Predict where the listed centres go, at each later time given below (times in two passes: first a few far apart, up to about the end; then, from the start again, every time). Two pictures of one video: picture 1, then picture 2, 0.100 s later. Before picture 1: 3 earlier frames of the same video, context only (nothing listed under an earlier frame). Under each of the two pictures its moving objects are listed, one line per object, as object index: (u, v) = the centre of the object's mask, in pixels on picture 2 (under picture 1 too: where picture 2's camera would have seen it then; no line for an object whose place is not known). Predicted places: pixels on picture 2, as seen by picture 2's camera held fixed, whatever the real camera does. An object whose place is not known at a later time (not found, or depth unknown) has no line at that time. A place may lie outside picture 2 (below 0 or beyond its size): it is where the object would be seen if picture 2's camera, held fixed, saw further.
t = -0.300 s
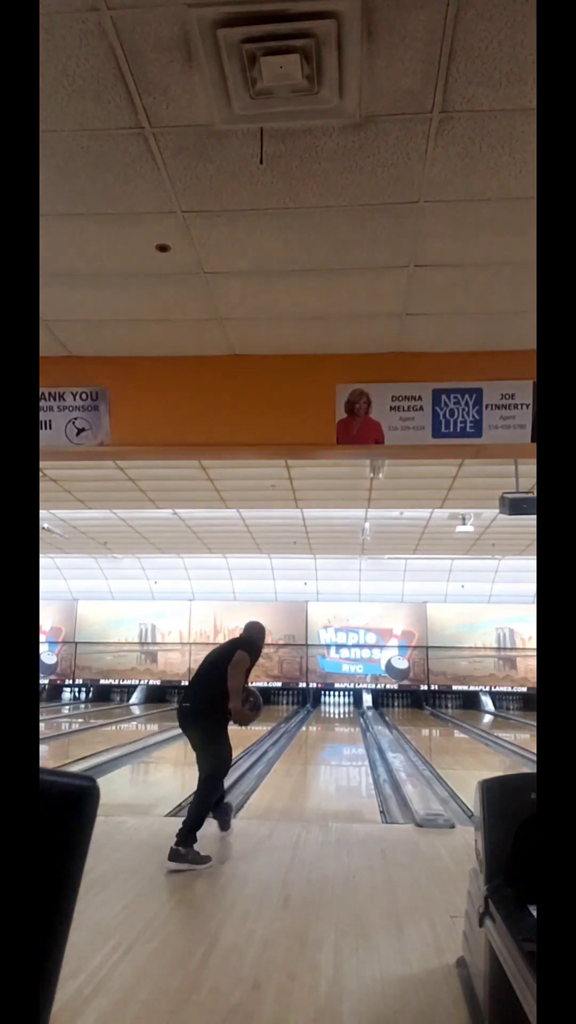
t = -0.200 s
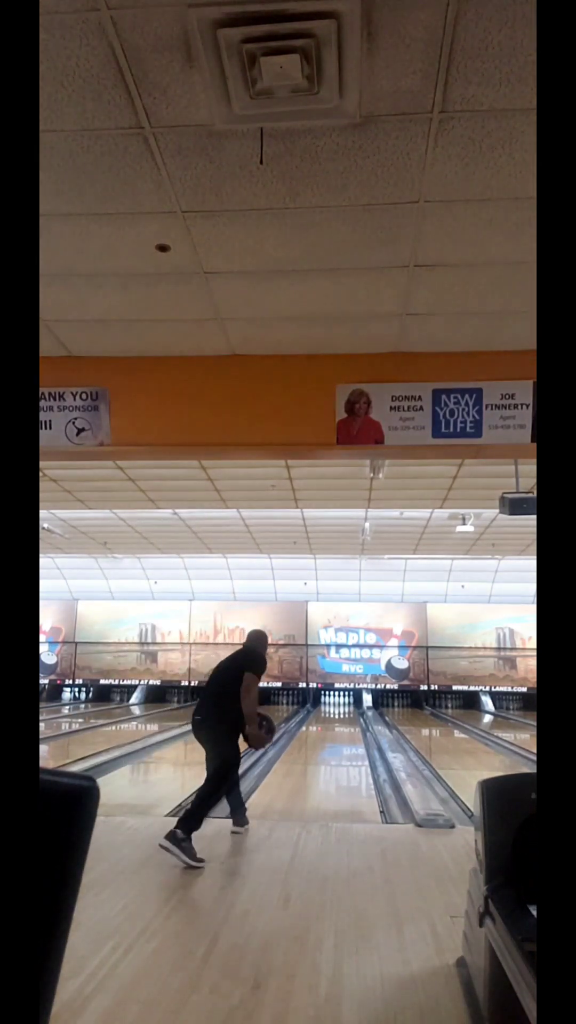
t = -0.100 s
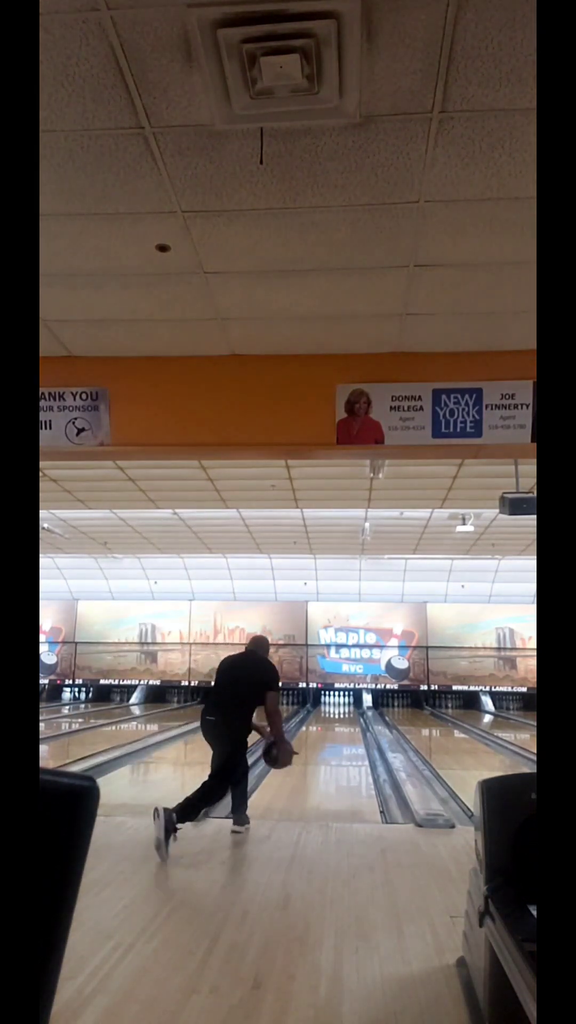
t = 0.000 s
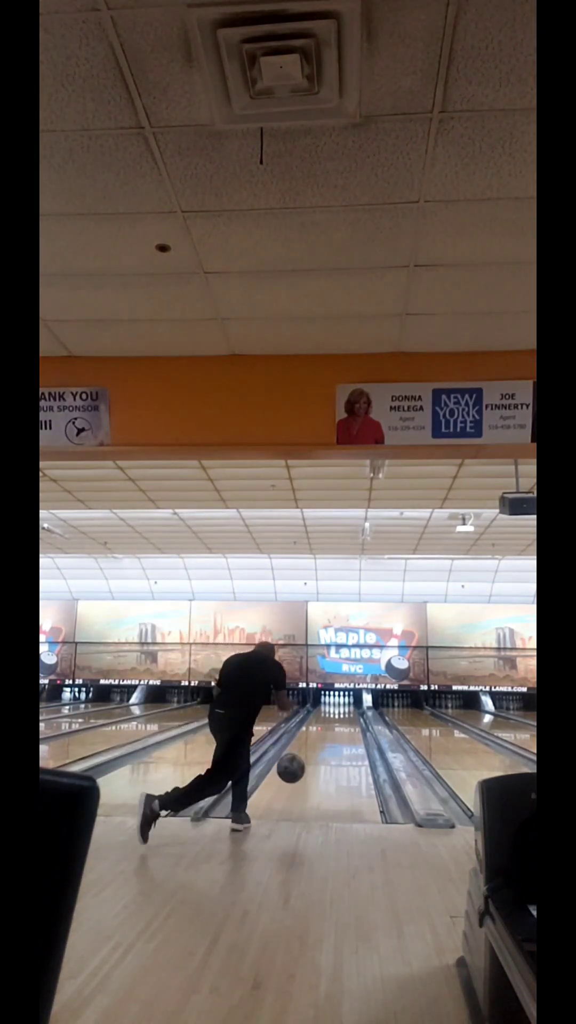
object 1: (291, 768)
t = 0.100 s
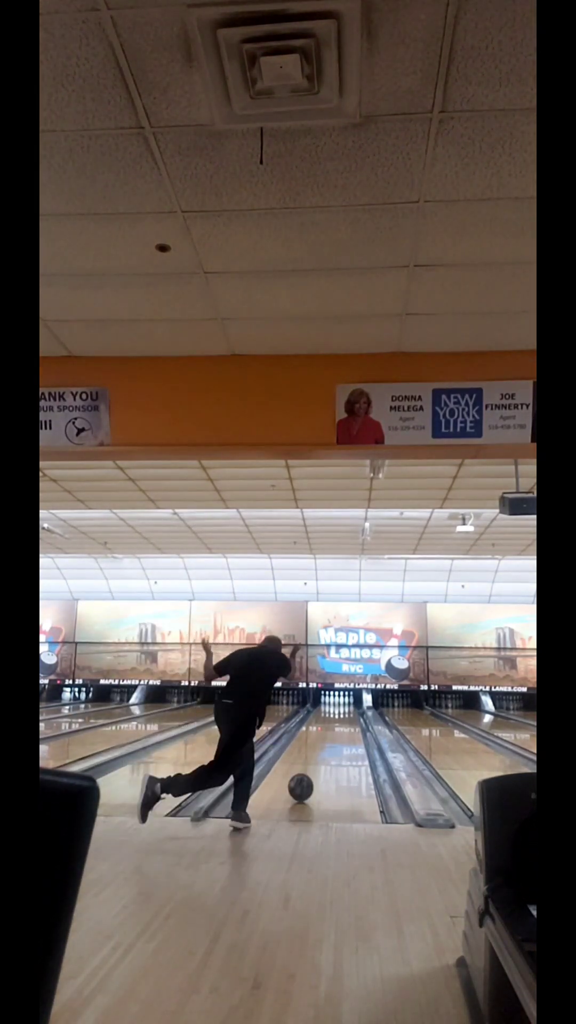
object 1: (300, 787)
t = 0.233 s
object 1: (310, 773)
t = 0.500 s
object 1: (325, 754)
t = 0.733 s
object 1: (333, 743)
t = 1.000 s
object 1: (339, 733)
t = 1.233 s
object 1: (343, 727)
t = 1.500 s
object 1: (345, 721)
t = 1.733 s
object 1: (347, 716)
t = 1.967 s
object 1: (347, 713)
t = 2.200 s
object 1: (345, 710)
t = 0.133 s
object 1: (303, 781)
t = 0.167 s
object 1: (306, 777)
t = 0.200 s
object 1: (308, 774)
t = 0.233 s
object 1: (310, 773)
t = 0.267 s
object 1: (313, 771)
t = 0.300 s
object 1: (315, 769)
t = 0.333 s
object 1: (317, 766)
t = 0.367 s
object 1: (318, 763)
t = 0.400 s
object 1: (320, 761)
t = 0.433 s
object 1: (322, 759)
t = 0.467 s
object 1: (323, 756)
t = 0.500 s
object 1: (325, 754)
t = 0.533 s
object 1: (326, 752)
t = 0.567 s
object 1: (327, 751)
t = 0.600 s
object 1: (328, 749)
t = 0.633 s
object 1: (330, 747)
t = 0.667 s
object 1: (331, 746)
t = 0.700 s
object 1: (332, 744)
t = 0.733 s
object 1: (333, 743)
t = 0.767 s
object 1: (334, 741)
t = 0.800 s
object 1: (335, 740)
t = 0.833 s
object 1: (335, 739)
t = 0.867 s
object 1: (336, 738)
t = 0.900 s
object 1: (337, 736)
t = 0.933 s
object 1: (338, 736)
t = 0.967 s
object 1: (338, 734)
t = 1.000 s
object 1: (339, 733)
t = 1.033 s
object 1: (340, 732)
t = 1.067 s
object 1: (340, 731)
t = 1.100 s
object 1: (341, 731)
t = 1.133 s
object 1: (341, 730)
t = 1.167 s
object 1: (342, 729)
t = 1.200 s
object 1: (343, 728)
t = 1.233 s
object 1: (343, 727)
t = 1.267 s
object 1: (343, 726)
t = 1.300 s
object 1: (343, 726)
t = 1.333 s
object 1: (344, 724)
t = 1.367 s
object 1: (344, 724)
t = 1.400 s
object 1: (345, 723)
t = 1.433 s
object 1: (345, 722)
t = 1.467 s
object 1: (345, 721)
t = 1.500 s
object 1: (345, 721)
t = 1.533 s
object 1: (346, 719)
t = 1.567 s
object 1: (346, 719)
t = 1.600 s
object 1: (346, 719)
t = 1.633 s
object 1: (346, 717)
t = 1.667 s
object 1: (346, 718)
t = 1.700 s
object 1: (346, 717)
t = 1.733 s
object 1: (347, 716)
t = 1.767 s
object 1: (347, 716)
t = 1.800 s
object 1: (347, 715)
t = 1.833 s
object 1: (347, 715)
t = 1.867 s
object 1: (347, 714)
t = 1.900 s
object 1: (347, 714)
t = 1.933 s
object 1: (347, 713)
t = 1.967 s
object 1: (347, 713)
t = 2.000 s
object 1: (347, 712)
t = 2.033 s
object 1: (346, 712)
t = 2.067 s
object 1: (346, 712)
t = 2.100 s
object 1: (345, 711)
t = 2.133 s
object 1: (346, 711)
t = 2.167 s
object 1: (346, 710)
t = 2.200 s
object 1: (345, 710)
